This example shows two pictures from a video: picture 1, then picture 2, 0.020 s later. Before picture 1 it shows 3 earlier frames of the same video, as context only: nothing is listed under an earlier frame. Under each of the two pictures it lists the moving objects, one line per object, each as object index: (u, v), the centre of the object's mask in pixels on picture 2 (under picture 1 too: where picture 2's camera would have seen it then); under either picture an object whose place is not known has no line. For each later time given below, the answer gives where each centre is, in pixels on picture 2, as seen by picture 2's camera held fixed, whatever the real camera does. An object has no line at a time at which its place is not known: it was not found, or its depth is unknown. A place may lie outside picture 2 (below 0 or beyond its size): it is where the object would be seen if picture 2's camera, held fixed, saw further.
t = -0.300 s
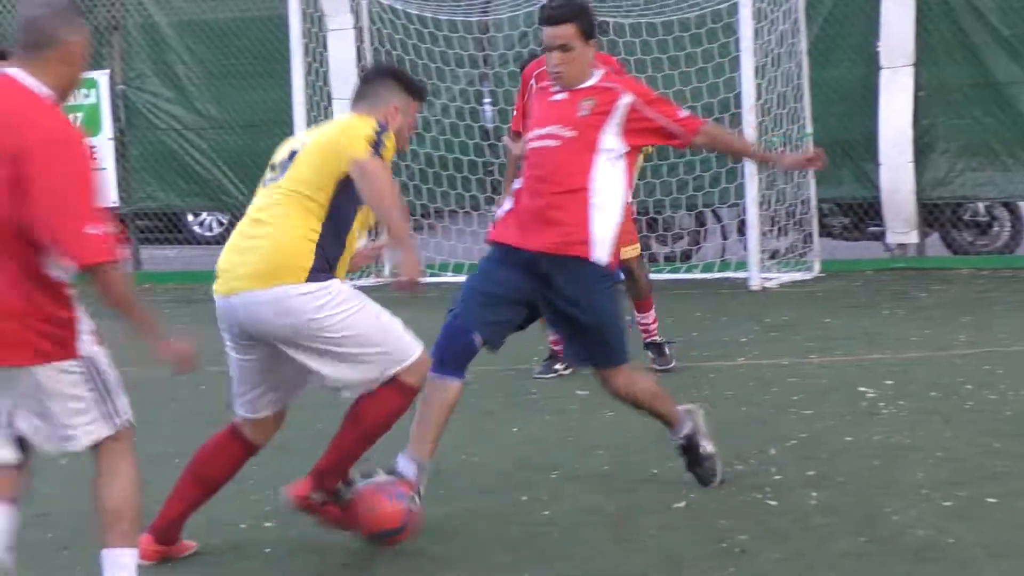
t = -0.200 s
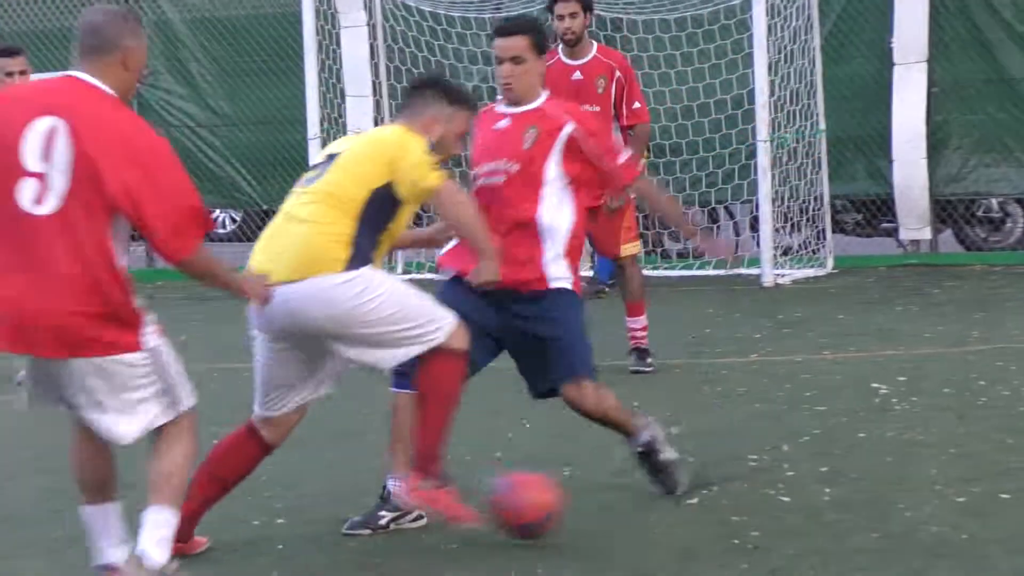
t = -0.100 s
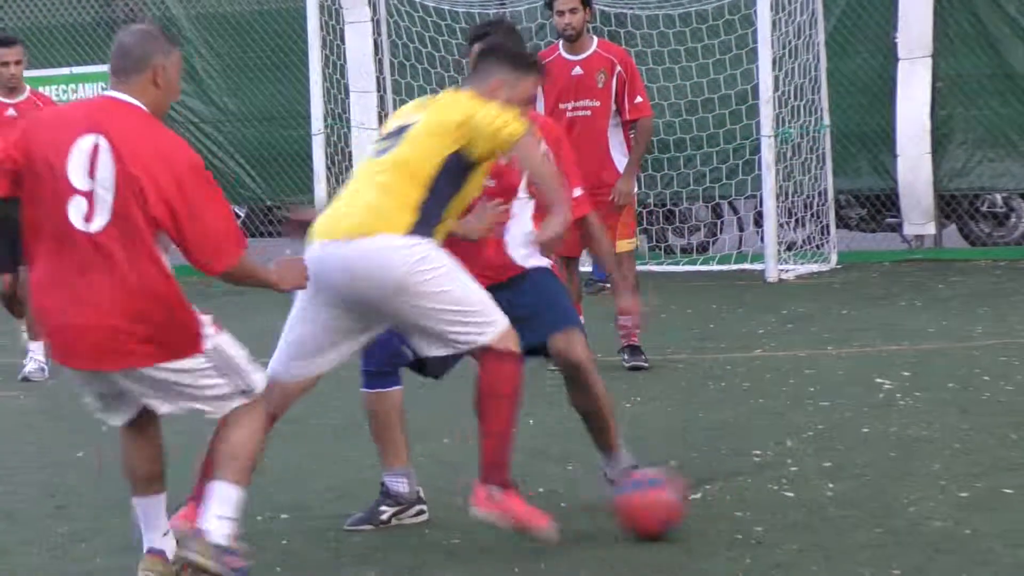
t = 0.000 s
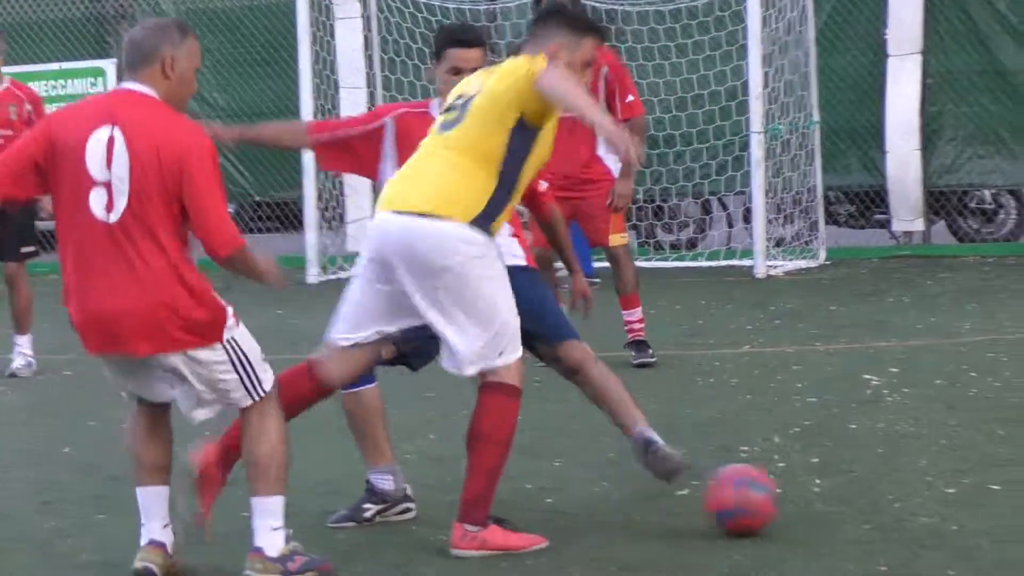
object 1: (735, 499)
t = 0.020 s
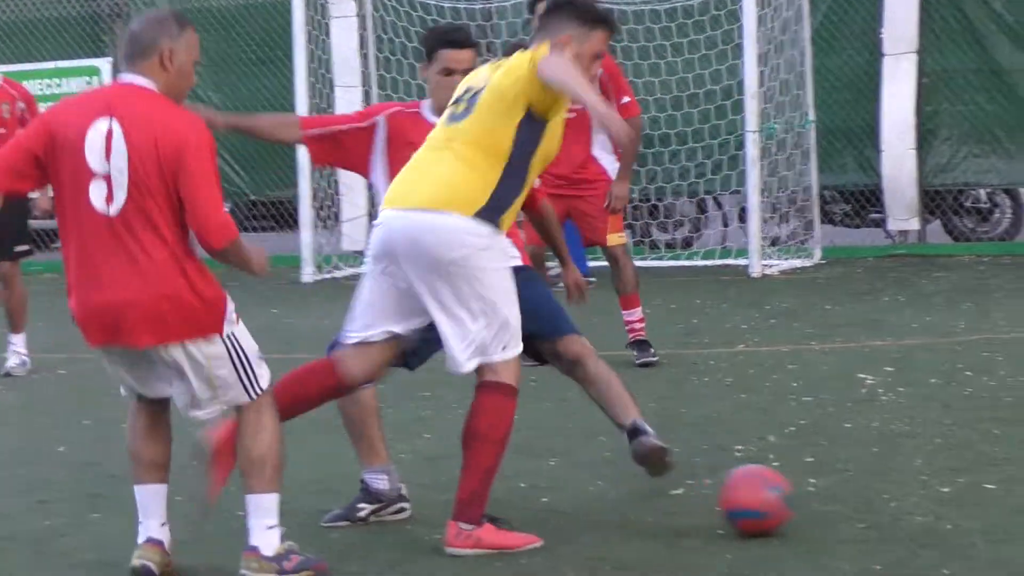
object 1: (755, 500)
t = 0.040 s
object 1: (774, 501)
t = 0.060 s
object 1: (792, 501)
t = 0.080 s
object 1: (812, 501)
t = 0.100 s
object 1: (828, 502)
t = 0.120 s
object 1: (846, 502)
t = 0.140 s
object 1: (861, 501)
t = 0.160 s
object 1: (877, 502)
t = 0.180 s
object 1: (893, 502)
